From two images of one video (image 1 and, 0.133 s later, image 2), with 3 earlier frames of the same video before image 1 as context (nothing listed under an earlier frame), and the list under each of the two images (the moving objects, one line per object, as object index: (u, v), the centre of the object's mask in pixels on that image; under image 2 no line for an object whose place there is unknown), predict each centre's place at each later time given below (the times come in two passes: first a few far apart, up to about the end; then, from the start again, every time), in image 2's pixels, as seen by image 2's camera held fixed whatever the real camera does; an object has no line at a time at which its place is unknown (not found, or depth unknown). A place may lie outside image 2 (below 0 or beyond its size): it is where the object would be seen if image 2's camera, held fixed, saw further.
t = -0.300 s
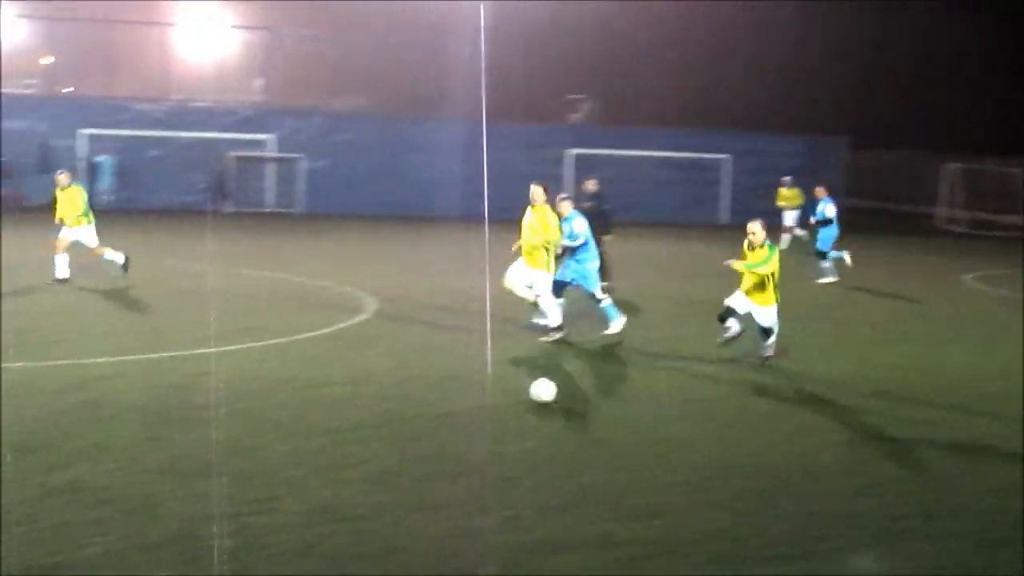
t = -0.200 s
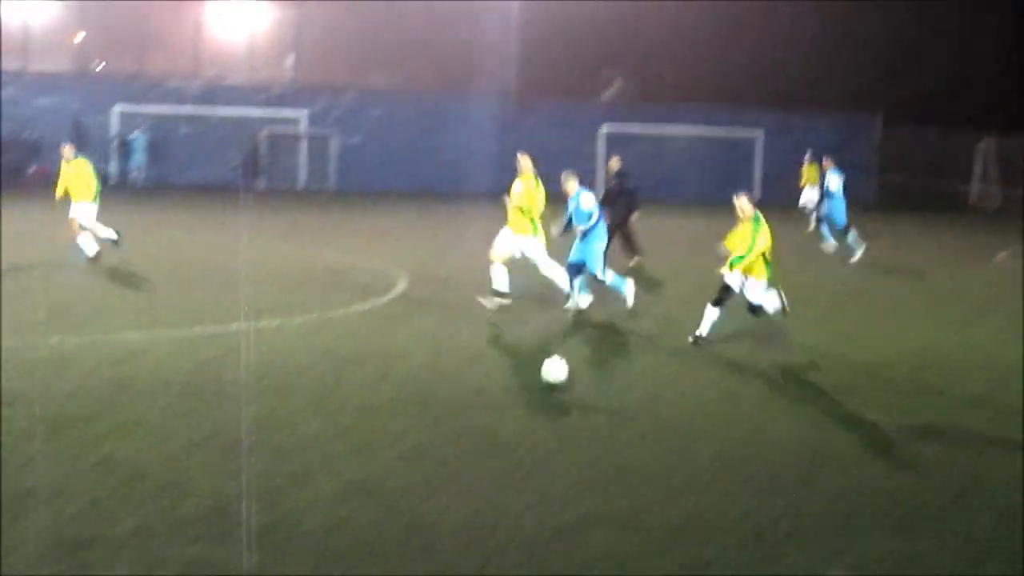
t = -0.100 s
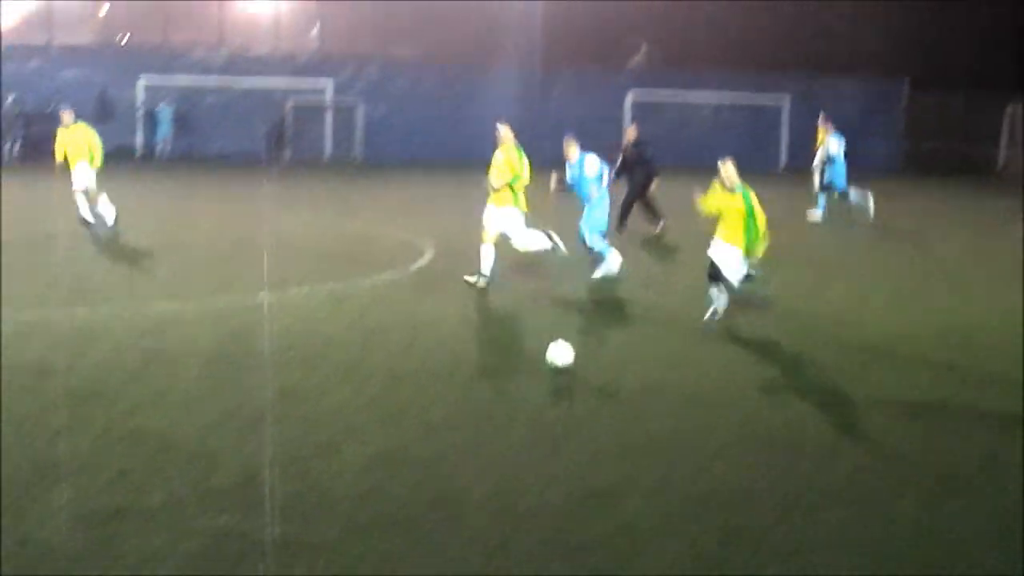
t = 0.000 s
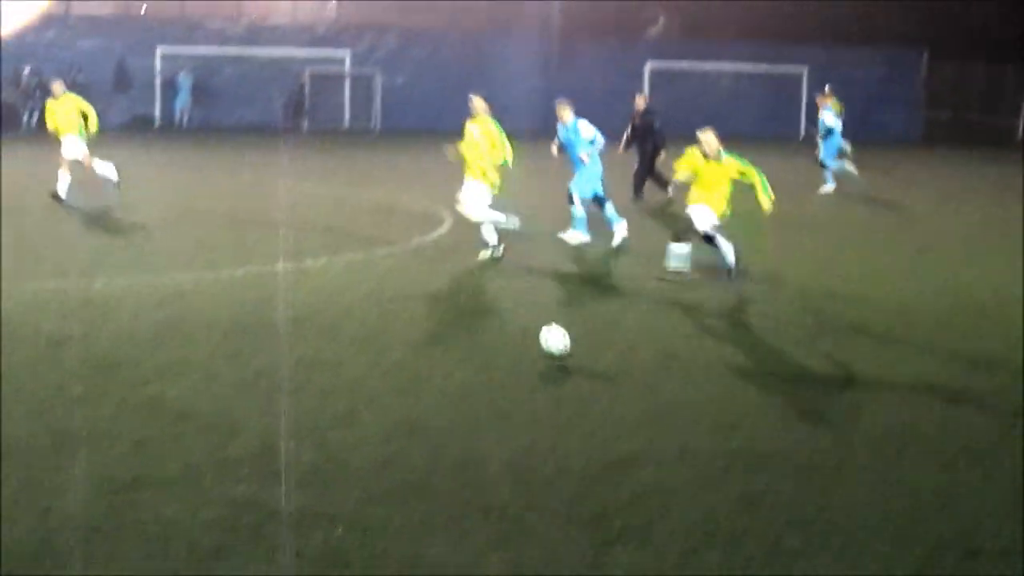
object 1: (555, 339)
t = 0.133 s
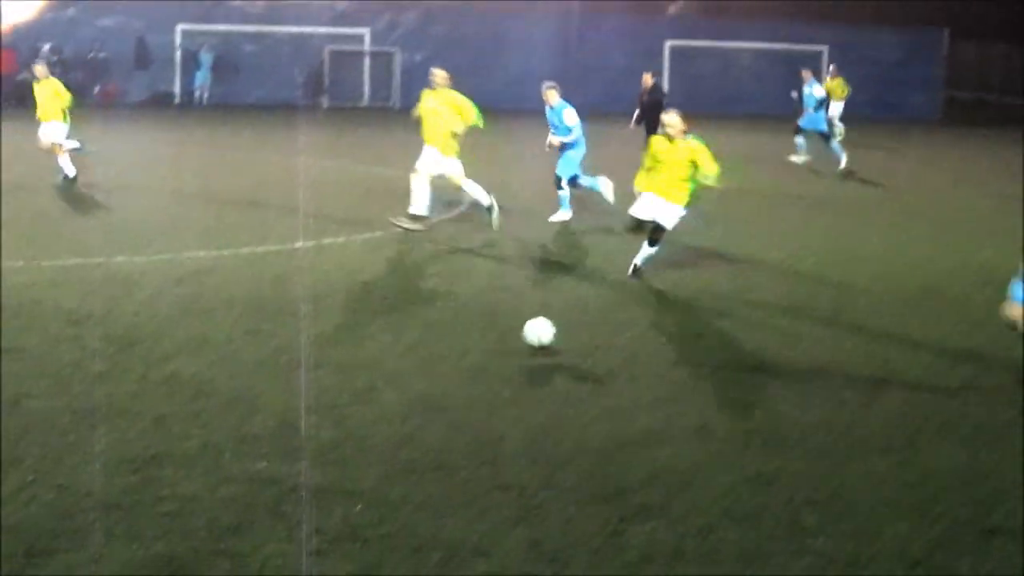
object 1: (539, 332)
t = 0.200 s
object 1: (520, 349)
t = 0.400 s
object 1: (457, 373)
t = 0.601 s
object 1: (385, 421)
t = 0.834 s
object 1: (282, 487)
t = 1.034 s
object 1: (183, 548)
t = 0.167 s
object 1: (530, 339)
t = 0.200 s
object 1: (520, 349)
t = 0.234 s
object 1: (510, 354)
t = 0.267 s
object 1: (500, 354)
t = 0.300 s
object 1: (490, 356)
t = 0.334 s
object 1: (479, 360)
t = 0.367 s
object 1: (468, 366)
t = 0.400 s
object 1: (457, 373)
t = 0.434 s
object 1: (445, 383)
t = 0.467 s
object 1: (433, 395)
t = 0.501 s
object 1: (421, 404)
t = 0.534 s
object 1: (410, 408)
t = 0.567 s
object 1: (397, 413)
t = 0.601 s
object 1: (385, 421)
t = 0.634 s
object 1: (372, 431)
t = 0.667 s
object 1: (358, 442)
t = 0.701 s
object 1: (344, 446)
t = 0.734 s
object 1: (329, 454)
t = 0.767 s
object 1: (314, 463)
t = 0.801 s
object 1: (298, 474)
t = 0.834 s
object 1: (282, 487)
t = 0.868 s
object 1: (266, 495)
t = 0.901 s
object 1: (250, 505)
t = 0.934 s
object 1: (232, 518)
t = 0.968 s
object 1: (215, 528)
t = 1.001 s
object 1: (198, 537)
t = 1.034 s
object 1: (183, 548)
